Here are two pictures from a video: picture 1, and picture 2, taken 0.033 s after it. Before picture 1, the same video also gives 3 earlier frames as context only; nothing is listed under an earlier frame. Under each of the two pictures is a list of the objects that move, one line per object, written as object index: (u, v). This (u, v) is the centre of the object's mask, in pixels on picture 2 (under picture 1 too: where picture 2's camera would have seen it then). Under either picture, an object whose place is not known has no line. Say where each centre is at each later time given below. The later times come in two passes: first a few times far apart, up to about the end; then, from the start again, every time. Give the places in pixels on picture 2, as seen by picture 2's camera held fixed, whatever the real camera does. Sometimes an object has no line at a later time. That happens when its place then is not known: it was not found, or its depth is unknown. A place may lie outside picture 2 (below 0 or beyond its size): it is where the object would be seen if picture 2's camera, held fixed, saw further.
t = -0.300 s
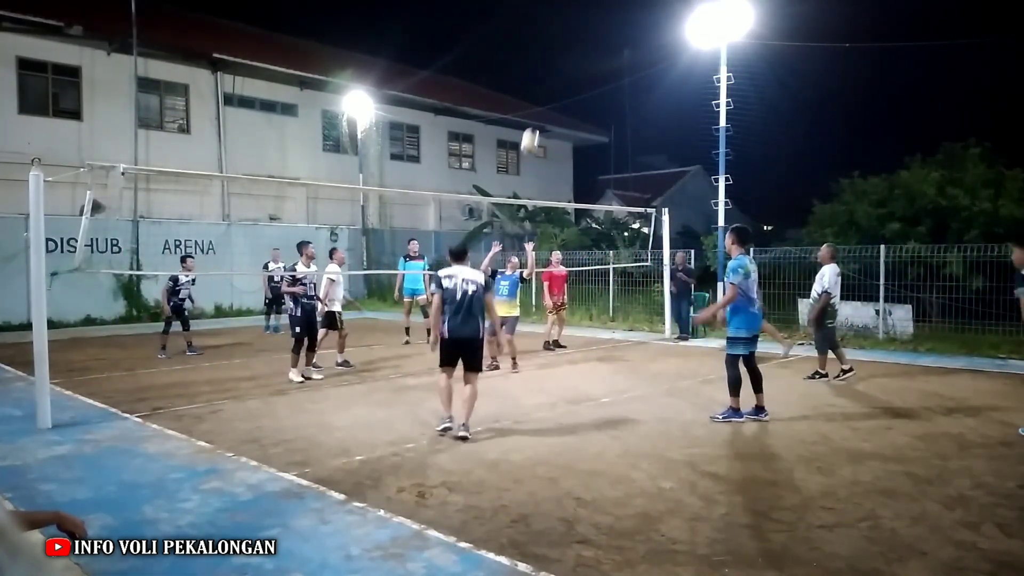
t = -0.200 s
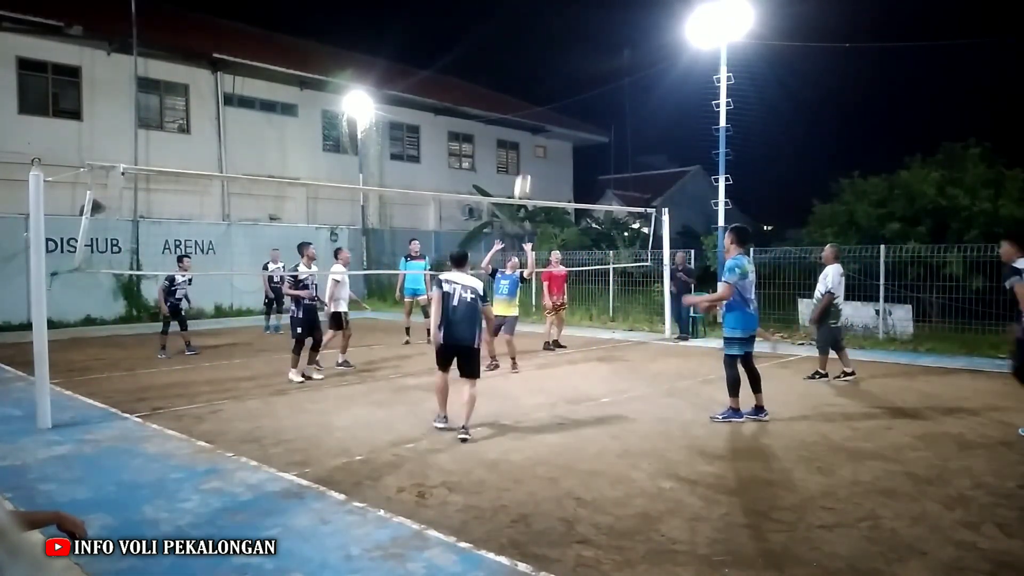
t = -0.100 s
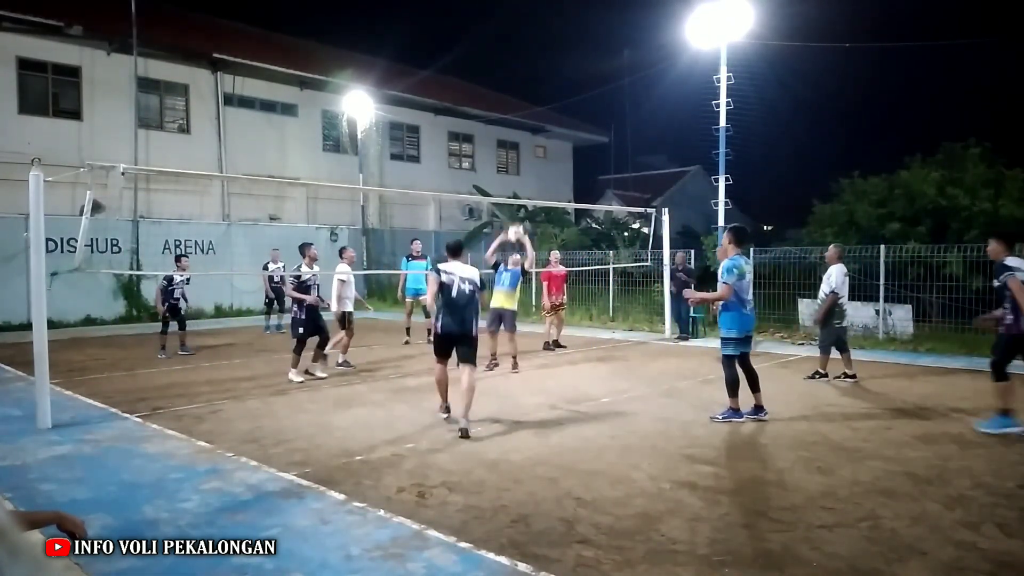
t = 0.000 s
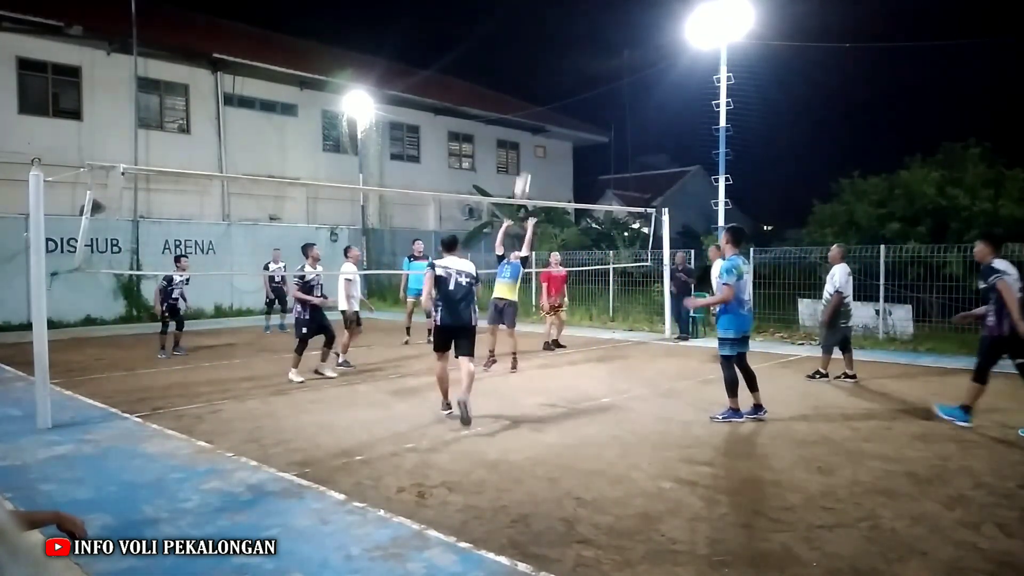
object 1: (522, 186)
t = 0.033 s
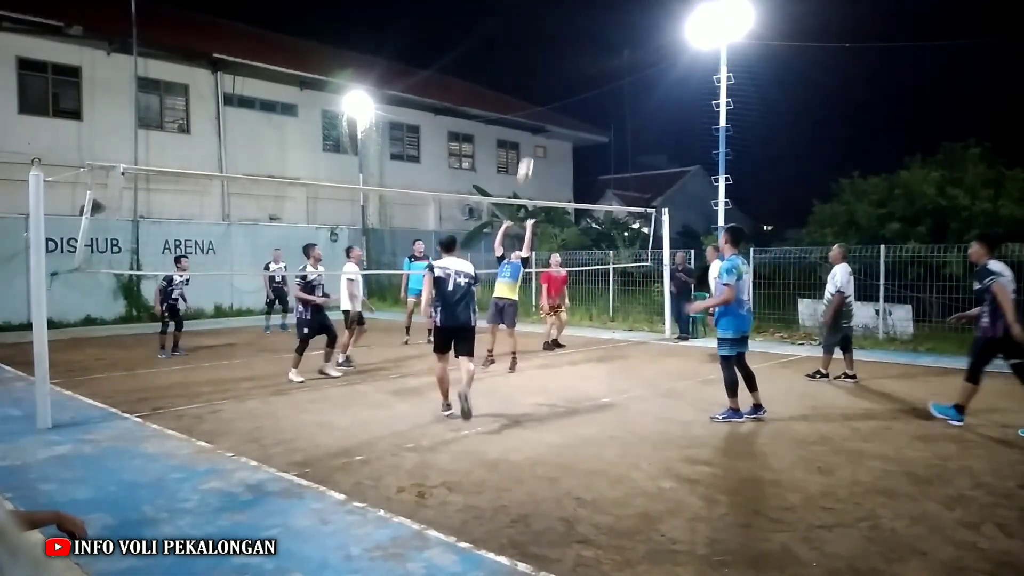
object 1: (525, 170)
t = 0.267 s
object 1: (545, 87)
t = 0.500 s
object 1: (563, 48)
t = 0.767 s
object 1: (581, 50)
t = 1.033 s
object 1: (598, 96)
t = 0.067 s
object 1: (528, 154)
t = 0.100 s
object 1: (530, 141)
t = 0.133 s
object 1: (534, 128)
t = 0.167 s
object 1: (536, 117)
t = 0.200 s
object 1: (539, 106)
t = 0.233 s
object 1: (542, 96)
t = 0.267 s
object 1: (545, 87)
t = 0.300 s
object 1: (547, 79)
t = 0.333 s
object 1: (550, 72)
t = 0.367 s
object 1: (553, 65)
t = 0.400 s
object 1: (555, 60)
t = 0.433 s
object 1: (558, 55)
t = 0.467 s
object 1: (560, 51)
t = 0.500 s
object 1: (563, 48)
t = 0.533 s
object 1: (565, 45)
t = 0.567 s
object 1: (567, 44)
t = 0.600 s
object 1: (570, 43)
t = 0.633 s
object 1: (572, 43)
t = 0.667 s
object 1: (574, 44)
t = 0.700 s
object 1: (577, 45)
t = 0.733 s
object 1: (579, 47)
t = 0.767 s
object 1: (581, 50)
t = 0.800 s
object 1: (584, 54)
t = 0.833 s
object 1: (586, 58)
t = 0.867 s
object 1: (588, 63)
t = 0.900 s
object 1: (590, 68)
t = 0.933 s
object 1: (592, 74)
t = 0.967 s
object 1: (594, 81)
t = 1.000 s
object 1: (596, 88)
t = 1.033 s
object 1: (598, 96)
